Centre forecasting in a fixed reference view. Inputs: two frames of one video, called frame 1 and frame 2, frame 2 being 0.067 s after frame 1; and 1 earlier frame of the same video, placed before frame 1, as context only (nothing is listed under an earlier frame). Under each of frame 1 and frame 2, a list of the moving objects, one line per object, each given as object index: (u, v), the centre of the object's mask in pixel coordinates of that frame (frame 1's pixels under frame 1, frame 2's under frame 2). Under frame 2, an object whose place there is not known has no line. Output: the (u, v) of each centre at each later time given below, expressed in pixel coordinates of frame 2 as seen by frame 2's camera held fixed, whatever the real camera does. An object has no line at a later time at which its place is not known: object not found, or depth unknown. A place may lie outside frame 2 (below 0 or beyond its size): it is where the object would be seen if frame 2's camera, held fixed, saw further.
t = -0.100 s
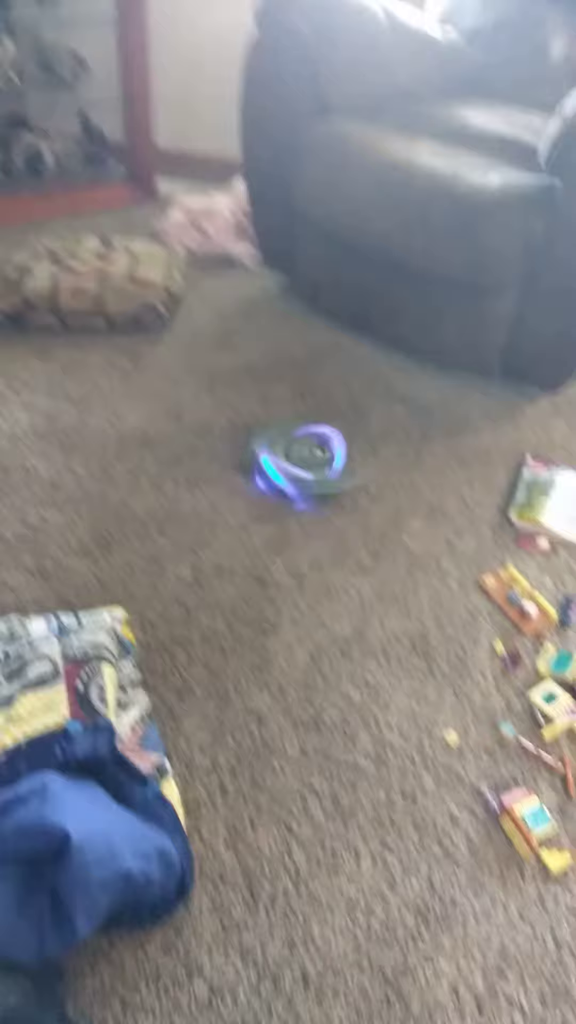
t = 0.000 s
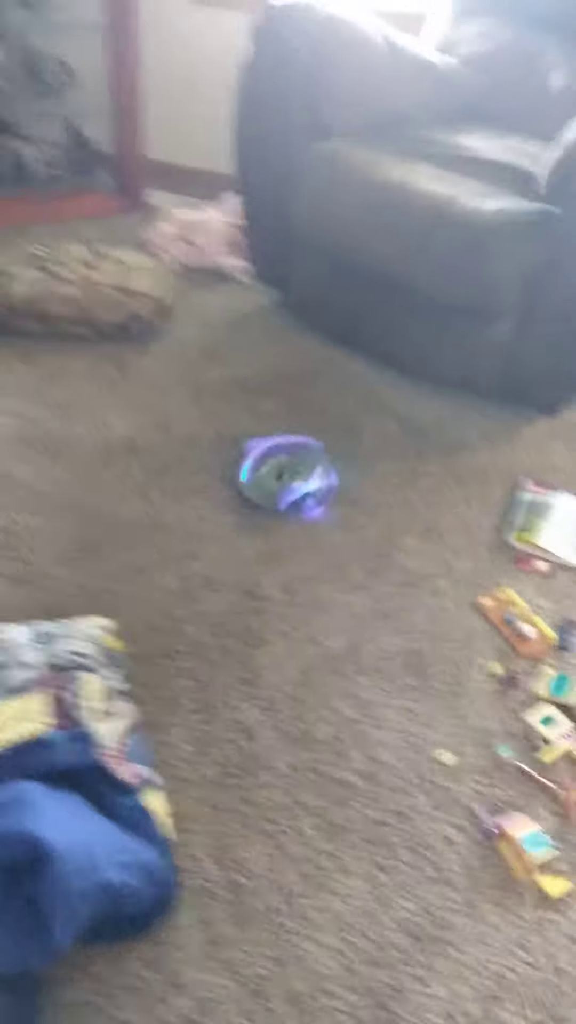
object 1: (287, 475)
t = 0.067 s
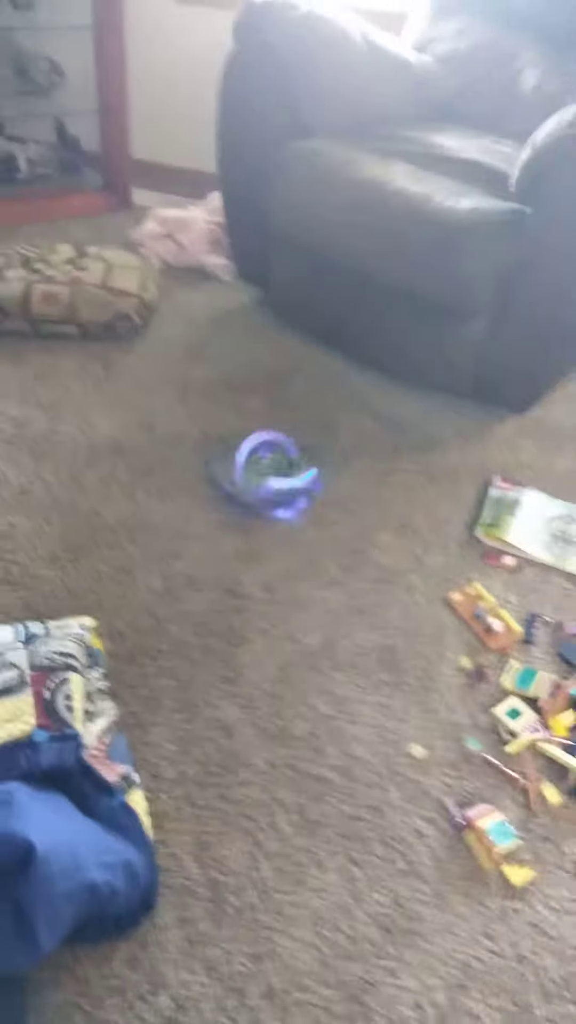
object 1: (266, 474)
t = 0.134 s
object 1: (265, 473)
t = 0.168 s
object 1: (274, 474)
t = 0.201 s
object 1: (271, 472)
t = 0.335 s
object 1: (262, 472)
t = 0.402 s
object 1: (269, 474)
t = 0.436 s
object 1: (269, 472)
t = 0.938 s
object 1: (275, 475)
